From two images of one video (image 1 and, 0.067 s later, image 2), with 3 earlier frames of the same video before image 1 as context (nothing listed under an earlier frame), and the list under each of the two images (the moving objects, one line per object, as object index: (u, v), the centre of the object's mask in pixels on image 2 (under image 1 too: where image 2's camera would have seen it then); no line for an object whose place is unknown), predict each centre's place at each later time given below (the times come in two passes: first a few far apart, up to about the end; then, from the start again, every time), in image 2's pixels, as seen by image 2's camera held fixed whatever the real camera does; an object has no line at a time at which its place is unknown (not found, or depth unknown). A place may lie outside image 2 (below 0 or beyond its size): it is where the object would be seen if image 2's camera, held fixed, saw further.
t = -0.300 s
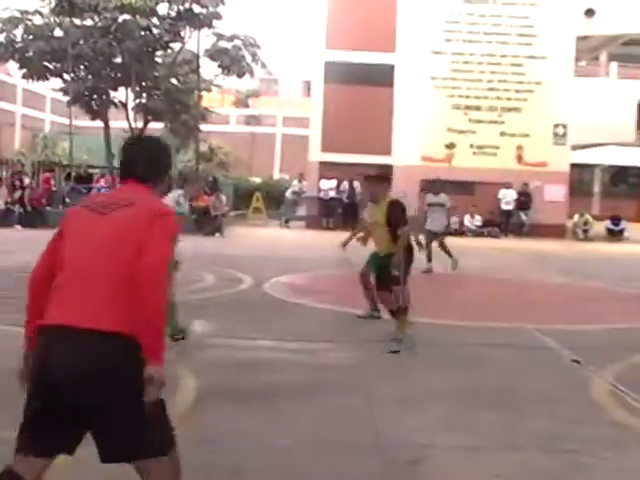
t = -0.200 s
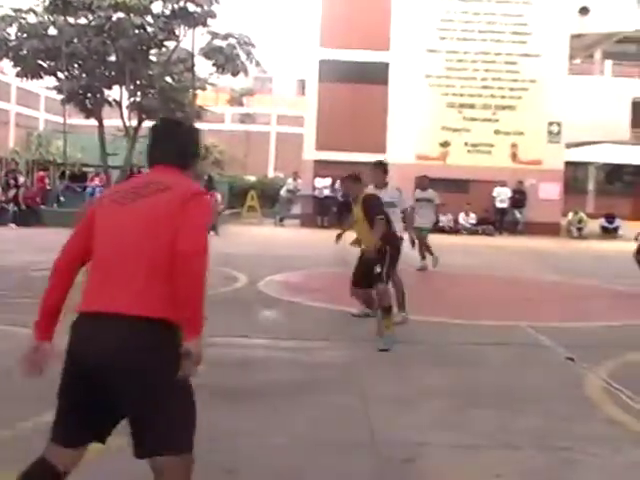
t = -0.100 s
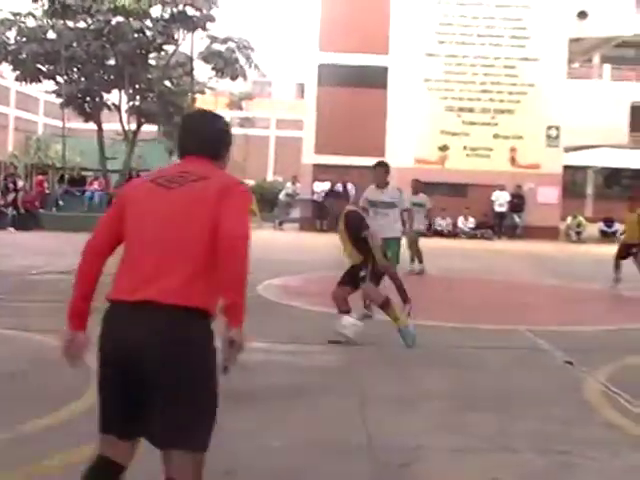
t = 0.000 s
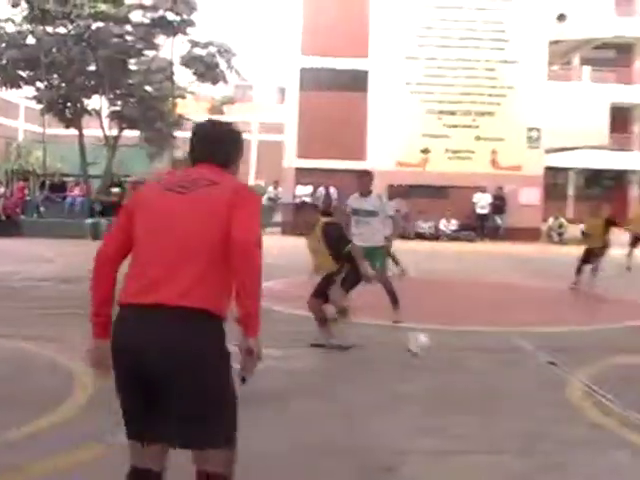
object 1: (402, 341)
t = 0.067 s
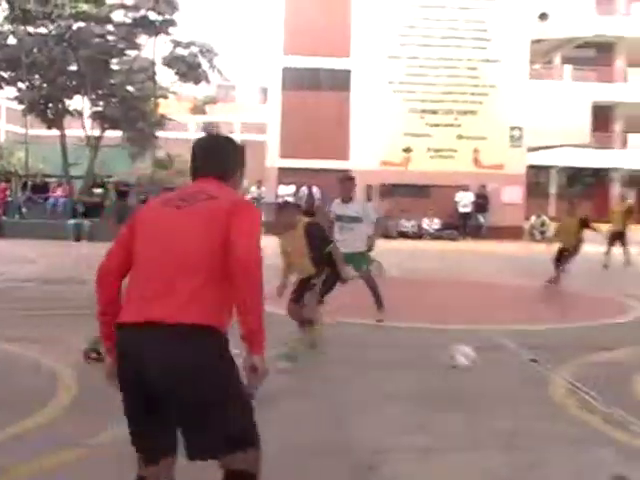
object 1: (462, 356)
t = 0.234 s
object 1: (603, 387)
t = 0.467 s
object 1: (765, 408)
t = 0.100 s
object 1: (493, 366)
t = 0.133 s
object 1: (526, 378)
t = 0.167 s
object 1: (555, 394)
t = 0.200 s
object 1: (579, 391)
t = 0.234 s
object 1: (603, 387)
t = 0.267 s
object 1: (623, 384)
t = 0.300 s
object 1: (645, 385)
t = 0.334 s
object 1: (671, 386)
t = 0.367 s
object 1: (695, 390)
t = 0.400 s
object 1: (719, 394)
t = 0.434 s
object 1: (741, 400)
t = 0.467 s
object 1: (765, 408)
